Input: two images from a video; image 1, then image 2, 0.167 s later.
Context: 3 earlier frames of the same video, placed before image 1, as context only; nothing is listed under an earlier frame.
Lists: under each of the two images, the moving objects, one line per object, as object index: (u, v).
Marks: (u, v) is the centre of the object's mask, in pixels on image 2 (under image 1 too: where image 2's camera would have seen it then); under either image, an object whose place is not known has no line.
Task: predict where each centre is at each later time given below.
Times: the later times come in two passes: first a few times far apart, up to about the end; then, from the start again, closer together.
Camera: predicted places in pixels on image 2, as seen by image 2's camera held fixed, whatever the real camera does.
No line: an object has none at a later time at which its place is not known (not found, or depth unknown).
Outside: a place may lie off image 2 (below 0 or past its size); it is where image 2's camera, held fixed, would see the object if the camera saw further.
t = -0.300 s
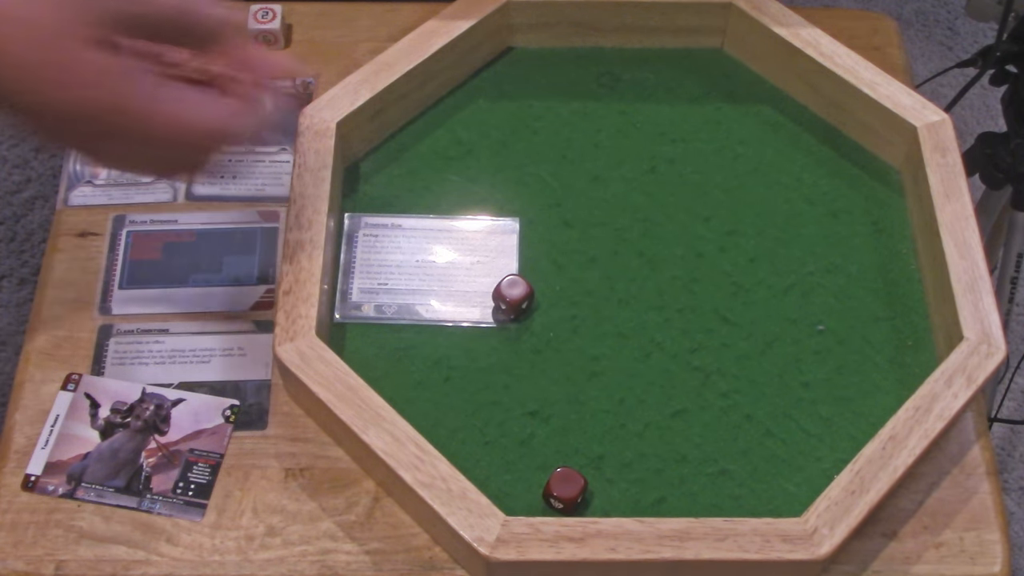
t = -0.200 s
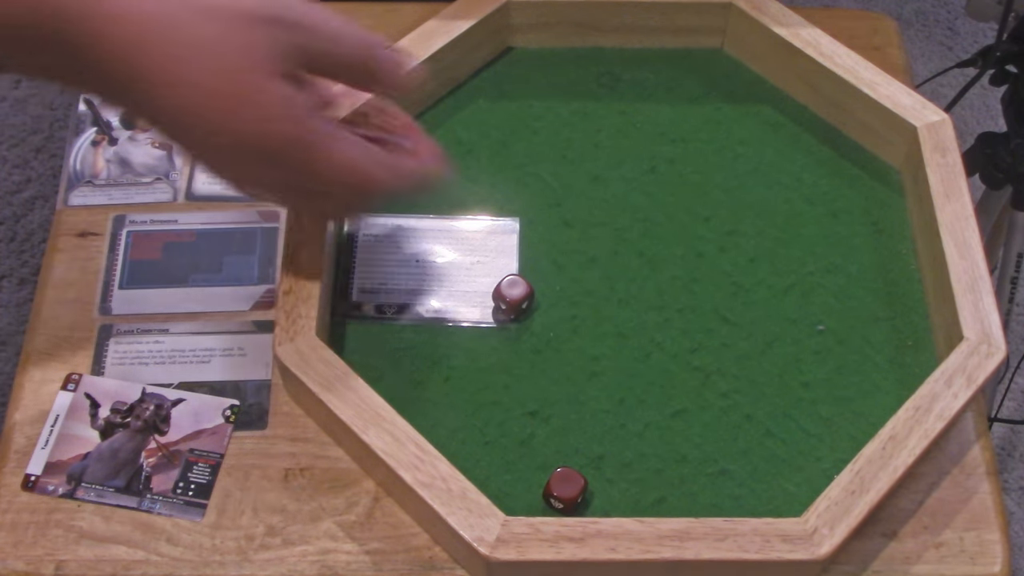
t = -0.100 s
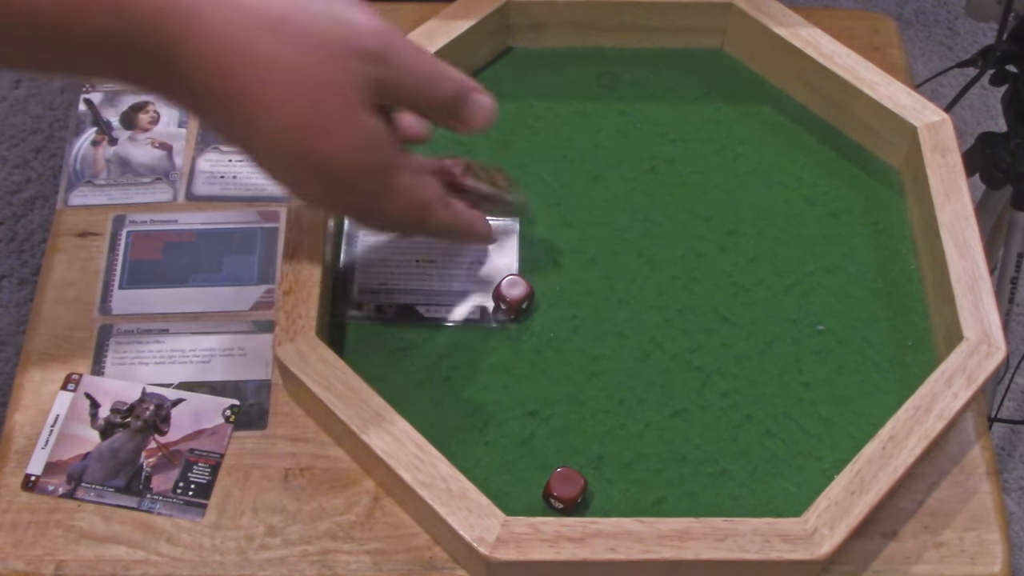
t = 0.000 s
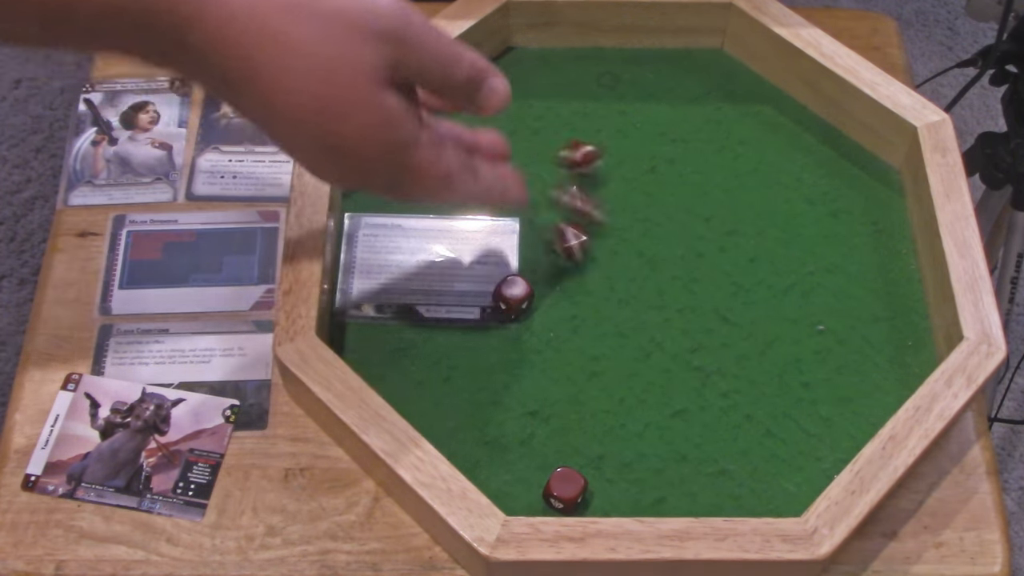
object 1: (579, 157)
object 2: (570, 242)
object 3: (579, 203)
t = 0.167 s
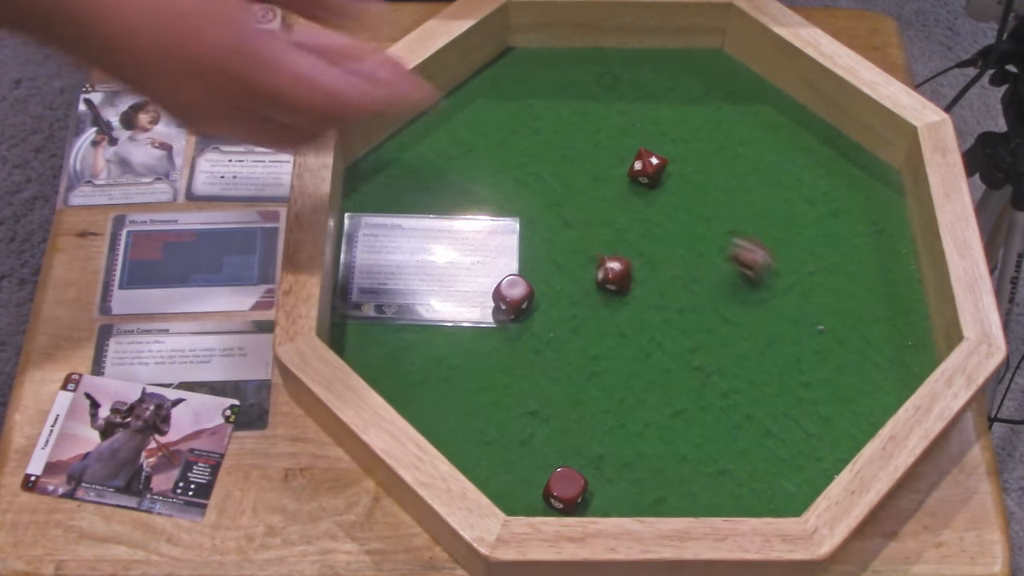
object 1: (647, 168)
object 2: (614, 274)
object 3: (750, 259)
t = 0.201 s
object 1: (646, 168)
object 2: (617, 273)
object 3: (774, 273)
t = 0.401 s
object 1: (640, 171)
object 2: (615, 274)
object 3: (833, 285)
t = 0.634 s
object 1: (640, 171)
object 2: (615, 274)
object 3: (835, 285)
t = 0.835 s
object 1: (641, 170)
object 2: (615, 274)
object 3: (835, 285)
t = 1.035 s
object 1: (641, 171)
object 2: (615, 274)
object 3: (835, 285)
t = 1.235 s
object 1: (641, 170)
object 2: (615, 274)
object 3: (835, 285)
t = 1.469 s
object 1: (641, 170)
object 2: (615, 274)
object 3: (835, 285)
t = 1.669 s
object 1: (640, 171)
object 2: (615, 274)
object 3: (835, 285)
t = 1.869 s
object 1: (641, 170)
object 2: (615, 274)
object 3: (835, 285)
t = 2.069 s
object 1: (640, 171)
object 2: (615, 274)
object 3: (835, 285)
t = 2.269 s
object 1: (641, 170)
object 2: (615, 274)
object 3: (835, 285)
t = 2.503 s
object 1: (640, 171)
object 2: (615, 274)
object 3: (835, 285)
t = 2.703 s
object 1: (640, 171)
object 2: (615, 274)
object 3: (835, 285)
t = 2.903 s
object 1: (640, 171)
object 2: (615, 274)
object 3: (835, 285)
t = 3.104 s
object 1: (640, 171)
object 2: (615, 274)
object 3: (835, 285)
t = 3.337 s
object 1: (641, 171)
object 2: (615, 274)
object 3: (835, 284)
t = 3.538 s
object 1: (640, 171)
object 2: (615, 274)
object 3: (835, 285)
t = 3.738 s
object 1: (641, 171)
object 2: (615, 274)
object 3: (835, 285)
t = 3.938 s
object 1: (640, 171)
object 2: (615, 274)
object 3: (835, 285)
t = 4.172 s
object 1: (640, 171)
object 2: (615, 274)
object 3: (835, 285)
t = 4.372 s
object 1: (641, 171)
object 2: (615, 274)
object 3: (835, 285)
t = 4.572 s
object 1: (640, 171)
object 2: (615, 274)
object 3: (835, 285)
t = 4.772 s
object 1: (640, 171)
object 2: (615, 274)
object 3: (835, 285)
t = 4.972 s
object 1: (641, 171)
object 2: (615, 274)
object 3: (835, 285)
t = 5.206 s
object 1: (640, 171)
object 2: (615, 274)
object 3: (835, 285)
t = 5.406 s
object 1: (641, 171)
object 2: (615, 274)
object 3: (835, 285)
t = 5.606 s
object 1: (641, 171)
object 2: (615, 274)
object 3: (835, 285)
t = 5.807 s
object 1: (641, 171)
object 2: (615, 274)
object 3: (835, 285)
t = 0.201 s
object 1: (646, 168)
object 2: (617, 273)
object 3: (774, 273)
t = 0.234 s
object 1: (643, 170)
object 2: (616, 274)
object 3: (794, 279)
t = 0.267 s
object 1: (640, 171)
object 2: (615, 274)
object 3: (805, 284)
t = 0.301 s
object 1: (640, 171)
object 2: (615, 274)
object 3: (813, 286)
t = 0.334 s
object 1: (641, 170)
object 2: (615, 274)
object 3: (822, 286)
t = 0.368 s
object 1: (640, 171)
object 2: (615, 274)
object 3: (827, 285)
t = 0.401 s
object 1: (640, 171)
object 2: (615, 274)
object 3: (833, 285)
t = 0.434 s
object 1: (640, 171)
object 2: (615, 274)
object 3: (836, 284)
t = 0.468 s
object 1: (640, 171)
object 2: (615, 274)
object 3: (835, 285)
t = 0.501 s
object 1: (640, 171)
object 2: (615, 274)
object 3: (834, 285)
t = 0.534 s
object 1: (640, 171)
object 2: (615, 274)
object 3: (835, 285)
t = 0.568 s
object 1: (640, 171)
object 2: (615, 274)
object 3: (835, 285)
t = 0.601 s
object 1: (640, 171)
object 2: (615, 274)
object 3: (835, 285)
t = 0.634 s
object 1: (640, 171)
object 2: (615, 274)
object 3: (835, 285)
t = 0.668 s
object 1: (640, 170)
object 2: (615, 274)
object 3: (835, 285)
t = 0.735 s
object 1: (640, 171)
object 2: (615, 274)
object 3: (835, 285)
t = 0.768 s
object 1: (640, 171)
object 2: (615, 274)
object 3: (835, 285)
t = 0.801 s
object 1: (641, 171)
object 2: (615, 274)
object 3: (835, 285)
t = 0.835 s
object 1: (641, 170)
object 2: (615, 274)
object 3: (835, 285)
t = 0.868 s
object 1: (640, 171)
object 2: (615, 274)
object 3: (835, 285)
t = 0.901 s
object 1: (641, 170)
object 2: (615, 274)
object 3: (835, 285)
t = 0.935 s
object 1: (640, 171)
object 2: (615, 274)
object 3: (835, 285)
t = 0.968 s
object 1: (640, 171)
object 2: (615, 274)
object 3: (835, 285)
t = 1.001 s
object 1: (641, 170)
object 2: (615, 274)
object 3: (835, 285)
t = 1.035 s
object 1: (641, 171)
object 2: (615, 274)
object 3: (835, 285)
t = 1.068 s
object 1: (640, 171)
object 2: (615, 274)
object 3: (835, 285)
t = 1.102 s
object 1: (641, 171)
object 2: (615, 274)
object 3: (835, 285)
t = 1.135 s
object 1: (640, 171)
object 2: (615, 274)
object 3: (835, 285)
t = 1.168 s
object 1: (641, 170)
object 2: (615, 274)
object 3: (835, 285)
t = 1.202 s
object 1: (640, 171)
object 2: (615, 274)
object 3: (835, 285)
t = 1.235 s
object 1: (641, 170)
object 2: (615, 274)
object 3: (835, 285)
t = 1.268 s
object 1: (641, 170)
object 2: (615, 274)
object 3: (835, 285)
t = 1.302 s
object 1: (641, 170)
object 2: (615, 274)
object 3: (835, 285)
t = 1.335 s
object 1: (640, 171)
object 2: (615, 274)
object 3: (835, 285)
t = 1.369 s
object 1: (640, 171)
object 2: (615, 274)
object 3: (835, 285)
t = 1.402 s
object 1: (640, 171)
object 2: (615, 274)
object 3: (835, 285)
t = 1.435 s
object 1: (640, 171)
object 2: (615, 274)
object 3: (835, 285)
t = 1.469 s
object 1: (641, 170)
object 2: (615, 274)
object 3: (835, 285)
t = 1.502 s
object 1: (641, 170)
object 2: (615, 274)
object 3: (835, 285)
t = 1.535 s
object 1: (640, 171)
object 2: (615, 274)
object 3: (835, 285)
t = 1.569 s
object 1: (640, 171)
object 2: (615, 274)
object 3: (835, 285)
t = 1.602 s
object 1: (640, 171)
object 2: (615, 274)
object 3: (835, 285)
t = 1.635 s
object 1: (640, 171)
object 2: (615, 274)
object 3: (835, 285)
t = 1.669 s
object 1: (640, 171)
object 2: (615, 274)
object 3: (835, 285)
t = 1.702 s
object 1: (641, 170)
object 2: (615, 274)
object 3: (835, 285)
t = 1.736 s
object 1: (640, 171)
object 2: (615, 274)
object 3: (835, 285)
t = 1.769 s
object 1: (640, 171)
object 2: (615, 274)
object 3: (835, 285)
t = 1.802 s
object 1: (640, 171)
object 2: (615, 274)
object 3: (835, 285)
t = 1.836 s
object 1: (640, 171)
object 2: (615, 274)
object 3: (835, 285)
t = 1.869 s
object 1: (641, 170)
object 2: (615, 274)
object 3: (835, 285)
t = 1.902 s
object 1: (641, 170)
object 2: (615, 274)
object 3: (835, 285)
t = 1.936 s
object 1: (641, 171)
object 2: (615, 274)
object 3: (835, 285)
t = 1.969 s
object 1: (641, 170)
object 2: (615, 274)
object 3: (835, 285)
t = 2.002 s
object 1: (640, 171)
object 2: (615, 274)
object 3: (835, 285)
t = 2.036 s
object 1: (640, 171)
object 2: (615, 274)
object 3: (835, 285)
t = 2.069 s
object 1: (640, 171)
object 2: (615, 274)
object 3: (835, 285)
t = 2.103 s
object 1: (640, 171)
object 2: (615, 274)
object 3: (835, 285)
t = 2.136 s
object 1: (640, 171)
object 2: (615, 274)
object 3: (835, 285)
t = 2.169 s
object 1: (640, 171)
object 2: (615, 274)
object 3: (835, 285)
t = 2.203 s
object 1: (641, 170)
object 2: (615, 274)
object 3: (835, 285)
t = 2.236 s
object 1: (641, 170)
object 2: (615, 274)
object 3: (835, 285)
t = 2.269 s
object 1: (641, 170)
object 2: (615, 274)
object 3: (835, 285)
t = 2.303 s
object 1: (640, 171)
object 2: (615, 274)
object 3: (835, 285)
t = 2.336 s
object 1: (640, 171)
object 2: (615, 274)
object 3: (835, 285)
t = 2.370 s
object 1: (640, 171)
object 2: (615, 274)
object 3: (835, 285)
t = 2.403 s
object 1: (640, 171)
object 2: (615, 274)
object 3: (835, 285)
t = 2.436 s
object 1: (641, 171)
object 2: (615, 274)
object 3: (835, 285)
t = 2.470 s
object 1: (641, 171)
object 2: (615, 274)
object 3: (835, 285)
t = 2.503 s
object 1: (640, 171)
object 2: (615, 274)
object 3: (835, 285)
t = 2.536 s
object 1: (640, 171)
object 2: (615, 274)
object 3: (835, 285)
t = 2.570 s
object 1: (640, 171)
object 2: (615, 274)
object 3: (835, 285)
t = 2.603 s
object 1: (640, 171)
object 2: (615, 274)
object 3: (835, 285)
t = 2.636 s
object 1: (640, 171)
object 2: (615, 274)
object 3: (835, 285)
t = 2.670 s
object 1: (640, 171)
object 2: (615, 274)
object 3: (835, 285)
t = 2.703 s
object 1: (640, 171)
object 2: (615, 274)
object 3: (835, 285)
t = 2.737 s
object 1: (640, 171)
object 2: (615, 274)
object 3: (835, 285)
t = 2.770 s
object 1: (640, 171)
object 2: (615, 274)
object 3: (835, 285)
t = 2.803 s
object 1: (640, 171)
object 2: (615, 274)
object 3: (835, 285)
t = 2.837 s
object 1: (640, 171)
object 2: (615, 274)
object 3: (835, 285)
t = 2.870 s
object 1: (640, 171)
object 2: (615, 274)
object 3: (835, 285)
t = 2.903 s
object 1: (640, 171)
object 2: (615, 274)
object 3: (835, 285)
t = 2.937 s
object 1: (640, 171)
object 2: (615, 274)
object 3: (835, 285)
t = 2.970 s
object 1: (640, 171)
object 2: (615, 274)
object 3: (835, 285)
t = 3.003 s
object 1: (640, 171)
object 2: (615, 274)
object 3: (835, 285)
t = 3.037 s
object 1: (640, 171)
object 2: (615, 274)
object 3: (835, 285)
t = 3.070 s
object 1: (640, 171)
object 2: (615, 274)
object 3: (835, 285)
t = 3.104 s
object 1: (640, 171)
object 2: (615, 274)
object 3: (835, 285)
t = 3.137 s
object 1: (640, 171)
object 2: (615, 274)
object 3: (835, 285)
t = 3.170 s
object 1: (641, 170)
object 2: (615, 274)
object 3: (835, 285)
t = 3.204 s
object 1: (640, 171)
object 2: (615, 274)
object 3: (835, 284)
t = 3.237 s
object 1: (641, 171)
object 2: (615, 274)
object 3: (835, 285)
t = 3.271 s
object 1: (641, 171)
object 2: (615, 274)
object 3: (835, 285)
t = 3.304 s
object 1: (641, 171)
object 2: (615, 274)
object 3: (835, 285)
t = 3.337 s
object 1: (641, 171)
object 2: (615, 274)
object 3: (835, 284)
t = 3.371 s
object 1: (640, 171)
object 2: (615, 274)
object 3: (835, 285)
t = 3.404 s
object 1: (640, 171)
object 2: (615, 274)
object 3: (835, 285)
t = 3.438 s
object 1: (640, 171)
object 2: (615, 274)
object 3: (835, 285)
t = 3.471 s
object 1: (640, 171)
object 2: (615, 274)
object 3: (835, 285)
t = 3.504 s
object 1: (640, 171)
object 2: (615, 274)
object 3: (835, 285)
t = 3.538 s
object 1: (640, 171)
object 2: (615, 274)
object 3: (835, 285)
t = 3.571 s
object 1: (640, 171)
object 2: (615, 274)
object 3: (835, 285)
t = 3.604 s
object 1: (640, 171)
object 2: (615, 274)
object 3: (835, 285)
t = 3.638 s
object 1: (640, 171)
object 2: (615, 274)
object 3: (835, 285)
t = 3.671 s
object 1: (640, 171)
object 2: (615, 274)
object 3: (835, 285)
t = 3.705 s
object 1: (641, 171)
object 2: (615, 274)
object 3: (835, 285)
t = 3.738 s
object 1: (641, 171)
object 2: (615, 274)
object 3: (835, 285)
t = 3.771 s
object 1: (640, 171)
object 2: (615, 274)
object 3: (835, 285)
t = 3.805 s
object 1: (640, 171)
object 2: (615, 274)
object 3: (835, 285)
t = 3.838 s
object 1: (640, 171)
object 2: (615, 274)
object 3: (835, 285)
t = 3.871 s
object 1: (641, 171)
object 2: (615, 274)
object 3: (835, 285)
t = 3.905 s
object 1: (641, 171)
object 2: (615, 274)
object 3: (835, 285)
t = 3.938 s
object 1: (640, 171)
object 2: (615, 274)
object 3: (835, 285)
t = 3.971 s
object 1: (640, 171)
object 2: (615, 274)
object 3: (835, 285)
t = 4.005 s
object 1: (640, 171)
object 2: (615, 274)
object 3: (835, 285)
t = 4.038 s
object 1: (641, 171)
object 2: (615, 274)
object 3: (835, 285)
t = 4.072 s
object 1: (641, 171)
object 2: (615, 274)
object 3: (835, 285)
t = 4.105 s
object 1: (640, 171)
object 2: (615, 274)
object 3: (835, 285)
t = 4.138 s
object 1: (640, 171)
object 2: (615, 274)
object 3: (835, 285)
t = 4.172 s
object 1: (640, 171)
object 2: (615, 274)
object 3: (835, 285)
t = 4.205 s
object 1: (640, 171)
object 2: (615, 274)
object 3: (835, 285)
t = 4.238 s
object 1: (640, 171)
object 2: (615, 274)
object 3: (835, 285)
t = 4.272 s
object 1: (641, 171)
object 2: (615, 274)
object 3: (835, 285)
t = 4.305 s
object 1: (641, 171)
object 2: (615, 274)
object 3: (835, 285)
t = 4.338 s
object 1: (641, 171)
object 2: (615, 274)
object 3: (835, 285)
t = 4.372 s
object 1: (641, 171)
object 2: (615, 274)
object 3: (835, 285)
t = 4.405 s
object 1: (641, 171)
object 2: (615, 274)
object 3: (835, 285)
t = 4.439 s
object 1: (641, 171)
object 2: (615, 274)
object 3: (835, 285)
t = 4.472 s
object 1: (641, 171)
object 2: (615, 274)
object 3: (835, 285)
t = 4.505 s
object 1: (640, 171)
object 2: (615, 274)
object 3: (835, 285)
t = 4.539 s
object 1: (640, 171)
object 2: (615, 274)
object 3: (835, 285)
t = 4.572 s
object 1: (640, 171)
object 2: (615, 274)
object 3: (835, 285)
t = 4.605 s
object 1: (641, 171)
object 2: (615, 274)
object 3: (835, 285)
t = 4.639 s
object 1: (641, 170)
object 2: (615, 274)
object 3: (835, 285)
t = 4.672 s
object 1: (641, 171)
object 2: (615, 274)
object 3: (835, 285)
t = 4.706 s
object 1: (641, 171)
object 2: (615, 274)
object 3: (835, 285)
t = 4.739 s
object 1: (640, 171)
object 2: (615, 274)
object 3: (835, 285)
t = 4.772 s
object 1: (640, 171)
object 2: (615, 274)
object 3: (835, 285)
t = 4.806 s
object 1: (641, 171)
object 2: (615, 274)
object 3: (835, 285)
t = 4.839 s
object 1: (641, 171)
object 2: (615, 274)
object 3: (835, 285)
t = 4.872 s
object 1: (640, 171)
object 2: (615, 274)
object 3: (835, 285)
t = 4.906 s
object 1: (641, 170)
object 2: (615, 274)
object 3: (835, 285)
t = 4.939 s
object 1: (641, 171)
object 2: (615, 274)
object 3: (835, 285)
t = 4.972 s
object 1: (641, 171)
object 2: (615, 274)
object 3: (835, 285)
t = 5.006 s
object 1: (640, 171)
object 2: (615, 274)
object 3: (835, 285)
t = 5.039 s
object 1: (640, 171)
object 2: (615, 274)
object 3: (835, 285)
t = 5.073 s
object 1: (640, 171)
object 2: (615, 274)
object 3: (835, 285)
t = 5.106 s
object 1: (640, 171)
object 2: (615, 274)
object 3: (835, 285)
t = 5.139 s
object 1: (640, 171)
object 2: (615, 274)
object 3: (835, 285)
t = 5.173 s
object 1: (641, 171)
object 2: (615, 274)
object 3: (835, 285)
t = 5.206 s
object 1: (640, 171)
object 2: (615, 274)
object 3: (835, 285)
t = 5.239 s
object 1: (640, 171)
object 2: (615, 274)
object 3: (835, 285)
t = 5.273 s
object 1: (640, 171)
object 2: (615, 274)
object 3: (835, 285)
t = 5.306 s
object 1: (641, 171)
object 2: (615, 274)
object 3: (835, 285)
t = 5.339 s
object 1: (640, 171)
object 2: (615, 274)
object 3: (835, 285)
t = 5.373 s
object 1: (640, 171)
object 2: (615, 274)
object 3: (835, 285)
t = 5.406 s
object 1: (641, 171)
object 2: (615, 274)
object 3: (835, 285)
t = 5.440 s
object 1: (641, 171)
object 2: (615, 274)
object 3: (835, 285)
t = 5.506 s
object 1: (641, 171)
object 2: (615, 274)
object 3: (835, 285)
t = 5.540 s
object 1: (641, 171)
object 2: (615, 274)
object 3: (835, 285)
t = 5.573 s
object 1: (641, 171)
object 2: (615, 274)
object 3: (835, 285)
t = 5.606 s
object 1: (641, 171)
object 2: (615, 274)
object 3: (835, 285)
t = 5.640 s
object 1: (641, 171)
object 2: (615, 274)
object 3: (835, 285)
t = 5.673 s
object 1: (641, 171)
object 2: (615, 274)
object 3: (835, 285)
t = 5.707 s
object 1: (641, 171)
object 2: (615, 274)
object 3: (835, 285)
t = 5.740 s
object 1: (641, 171)
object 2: (615, 274)
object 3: (835, 285)
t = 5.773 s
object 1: (641, 171)
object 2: (615, 274)
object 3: (835, 285)
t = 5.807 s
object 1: (641, 171)
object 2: (615, 274)
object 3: (835, 285)
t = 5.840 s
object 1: (641, 171)
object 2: (615, 274)
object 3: (835, 285)
